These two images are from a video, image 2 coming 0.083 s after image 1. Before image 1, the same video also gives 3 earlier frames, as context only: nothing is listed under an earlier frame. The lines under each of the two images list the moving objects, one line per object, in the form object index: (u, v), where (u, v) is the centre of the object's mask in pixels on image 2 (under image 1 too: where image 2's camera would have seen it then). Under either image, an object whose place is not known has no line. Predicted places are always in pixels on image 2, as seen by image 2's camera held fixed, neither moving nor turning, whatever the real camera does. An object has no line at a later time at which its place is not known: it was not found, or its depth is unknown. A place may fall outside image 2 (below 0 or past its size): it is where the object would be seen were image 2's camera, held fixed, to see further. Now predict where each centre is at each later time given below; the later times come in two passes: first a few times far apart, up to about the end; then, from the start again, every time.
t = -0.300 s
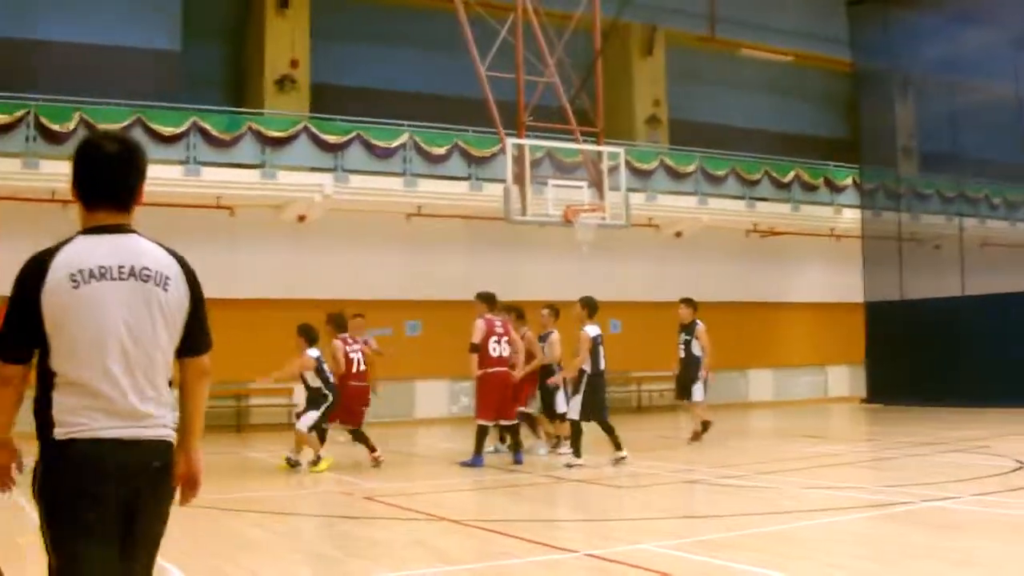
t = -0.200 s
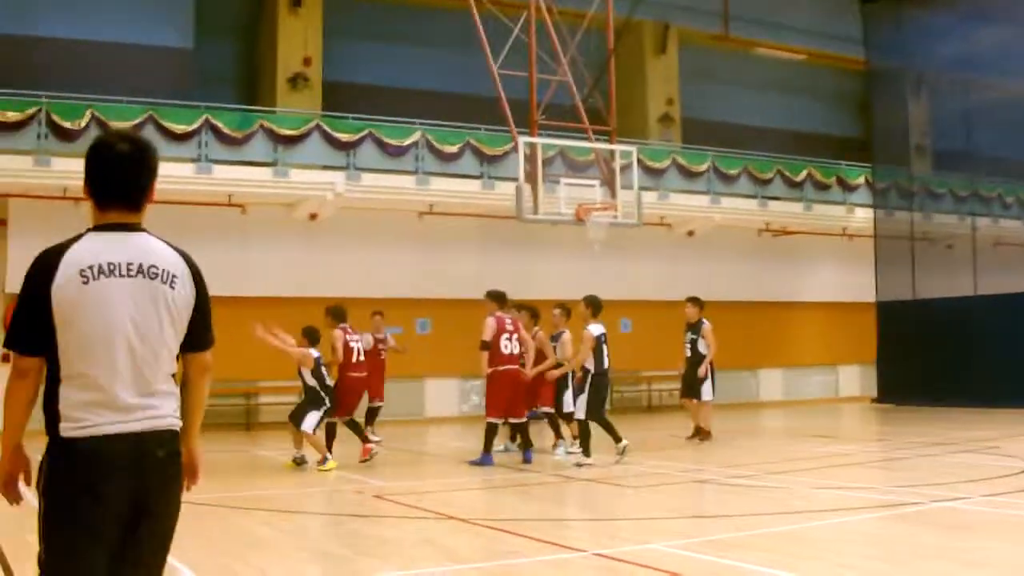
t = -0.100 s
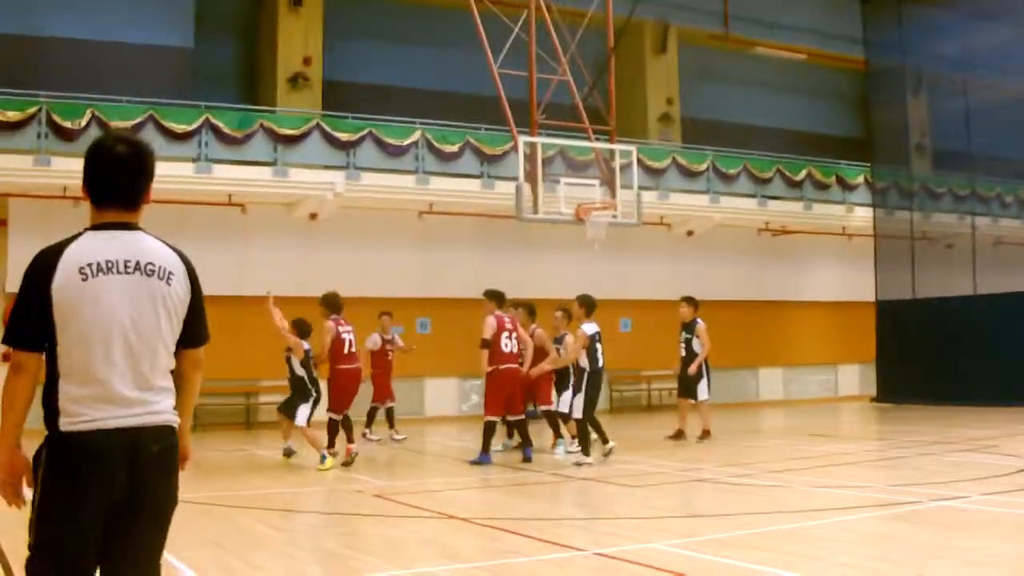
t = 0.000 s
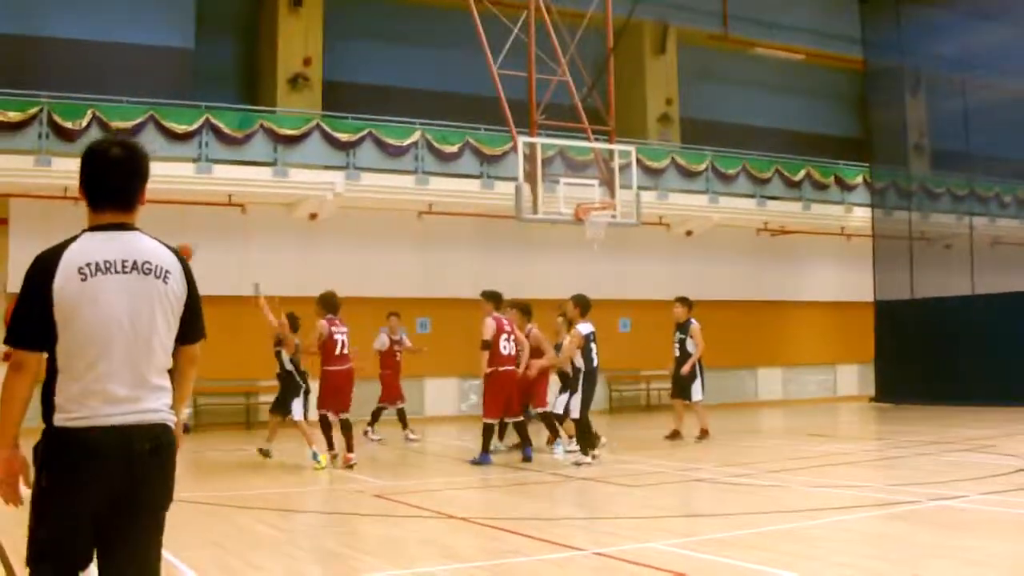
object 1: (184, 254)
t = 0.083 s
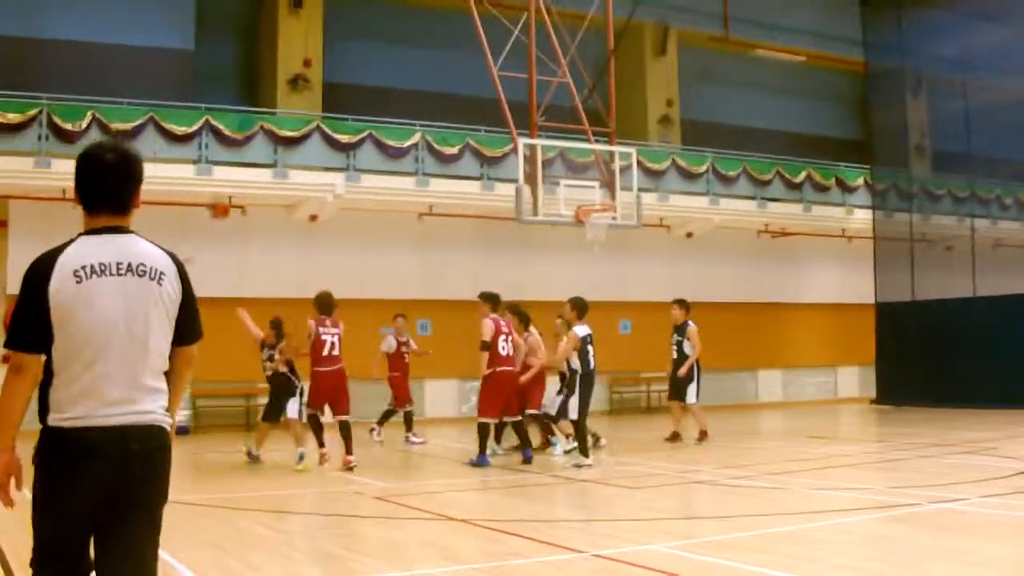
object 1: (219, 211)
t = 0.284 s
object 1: (307, 124)
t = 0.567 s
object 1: (414, 75)
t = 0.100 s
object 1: (227, 198)
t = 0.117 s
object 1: (234, 192)
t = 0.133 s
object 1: (242, 183)
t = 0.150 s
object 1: (249, 175)
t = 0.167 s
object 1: (256, 170)
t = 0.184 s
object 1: (264, 161)
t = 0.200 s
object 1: (271, 155)
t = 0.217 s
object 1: (278, 147)
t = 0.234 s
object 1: (284, 144)
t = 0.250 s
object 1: (289, 139)
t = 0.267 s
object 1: (299, 131)
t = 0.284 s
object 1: (307, 124)
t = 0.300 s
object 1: (313, 119)
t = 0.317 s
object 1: (321, 115)
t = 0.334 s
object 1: (328, 110)
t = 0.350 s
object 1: (334, 105)
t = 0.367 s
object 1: (341, 103)
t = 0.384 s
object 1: (346, 100)
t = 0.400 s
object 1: (353, 96)
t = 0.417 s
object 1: (359, 93)
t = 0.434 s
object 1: (367, 91)
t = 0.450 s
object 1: (373, 88)
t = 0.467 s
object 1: (379, 86)
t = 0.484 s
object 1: (386, 84)
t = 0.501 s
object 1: (391, 81)
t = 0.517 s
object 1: (397, 79)
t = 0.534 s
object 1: (402, 77)
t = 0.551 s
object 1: (408, 76)
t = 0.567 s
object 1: (414, 75)
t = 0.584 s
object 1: (420, 74)
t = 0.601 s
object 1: (426, 74)
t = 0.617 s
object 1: (431, 73)
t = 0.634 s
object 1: (436, 73)
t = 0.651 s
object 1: (440, 74)
